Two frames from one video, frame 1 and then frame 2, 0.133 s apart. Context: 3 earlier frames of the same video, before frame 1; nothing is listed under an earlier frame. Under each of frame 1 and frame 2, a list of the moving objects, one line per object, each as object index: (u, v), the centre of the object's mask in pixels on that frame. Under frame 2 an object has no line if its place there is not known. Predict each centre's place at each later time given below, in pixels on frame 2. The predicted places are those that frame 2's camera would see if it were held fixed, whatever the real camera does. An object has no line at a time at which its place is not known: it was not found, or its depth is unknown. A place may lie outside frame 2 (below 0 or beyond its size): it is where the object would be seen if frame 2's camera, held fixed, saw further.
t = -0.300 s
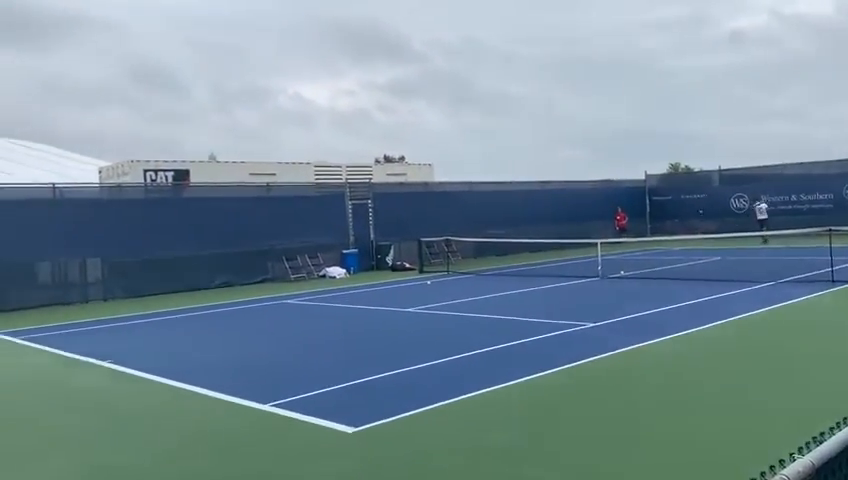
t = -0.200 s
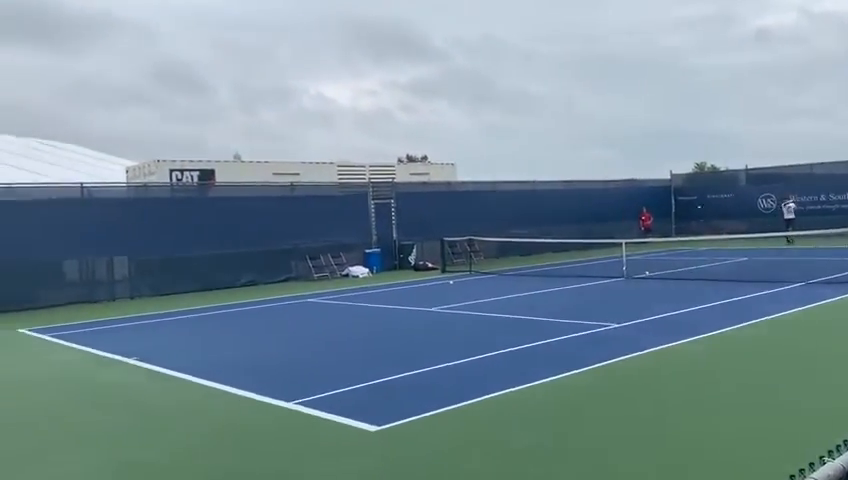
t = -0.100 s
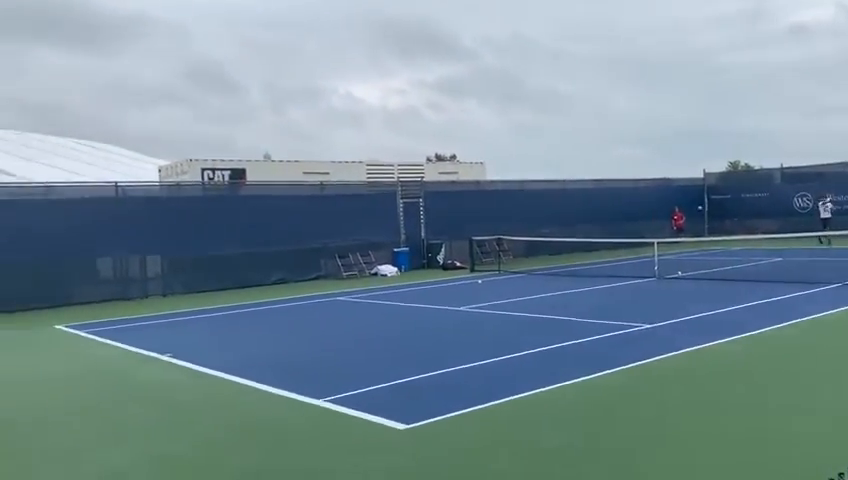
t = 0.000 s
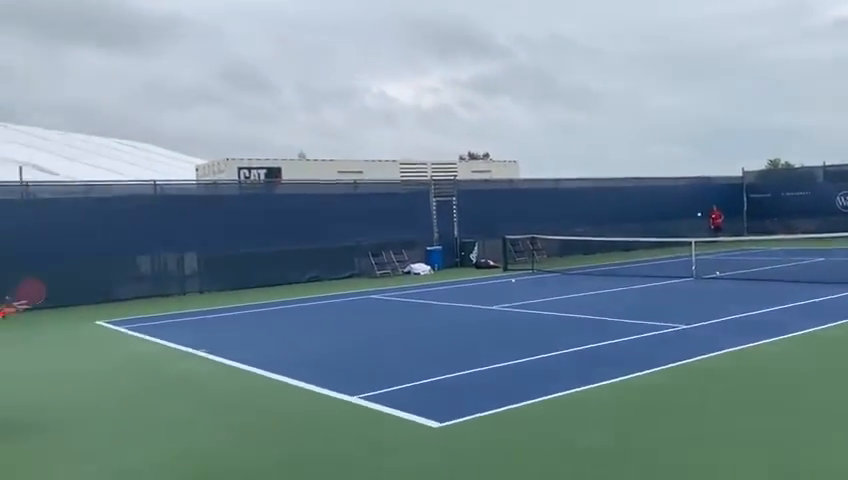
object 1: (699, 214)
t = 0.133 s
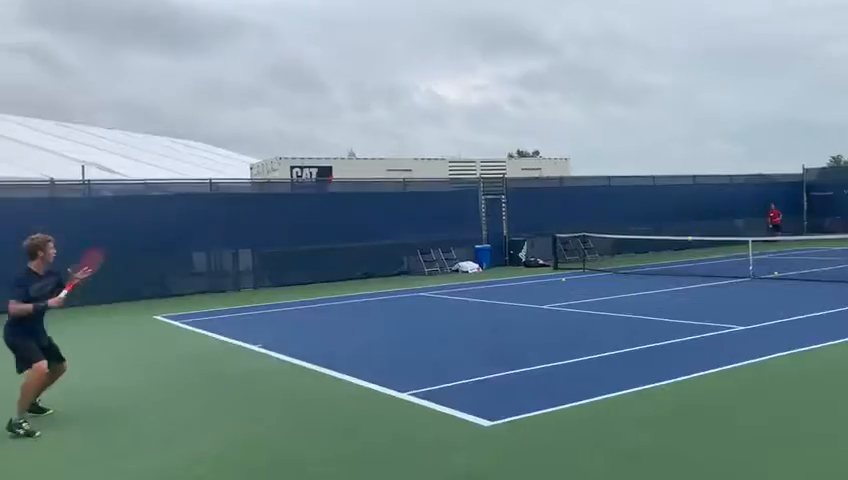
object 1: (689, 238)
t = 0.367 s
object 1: (519, 327)
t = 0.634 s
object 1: (285, 284)
